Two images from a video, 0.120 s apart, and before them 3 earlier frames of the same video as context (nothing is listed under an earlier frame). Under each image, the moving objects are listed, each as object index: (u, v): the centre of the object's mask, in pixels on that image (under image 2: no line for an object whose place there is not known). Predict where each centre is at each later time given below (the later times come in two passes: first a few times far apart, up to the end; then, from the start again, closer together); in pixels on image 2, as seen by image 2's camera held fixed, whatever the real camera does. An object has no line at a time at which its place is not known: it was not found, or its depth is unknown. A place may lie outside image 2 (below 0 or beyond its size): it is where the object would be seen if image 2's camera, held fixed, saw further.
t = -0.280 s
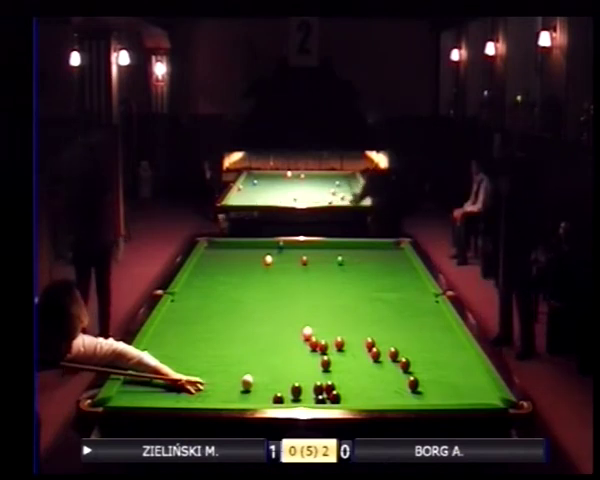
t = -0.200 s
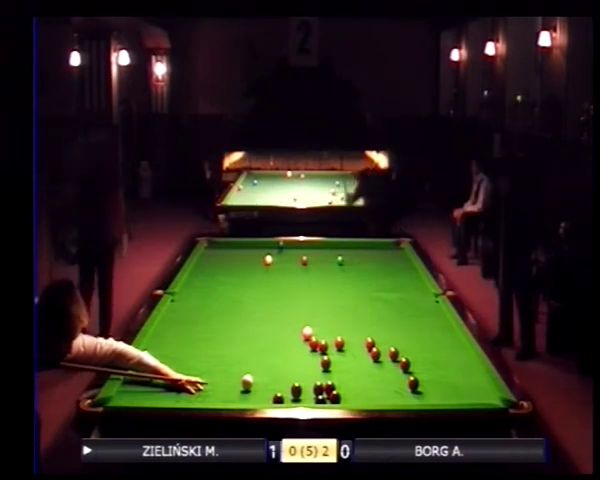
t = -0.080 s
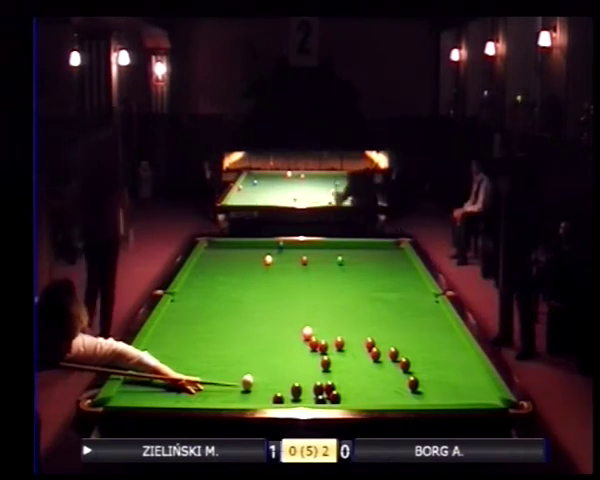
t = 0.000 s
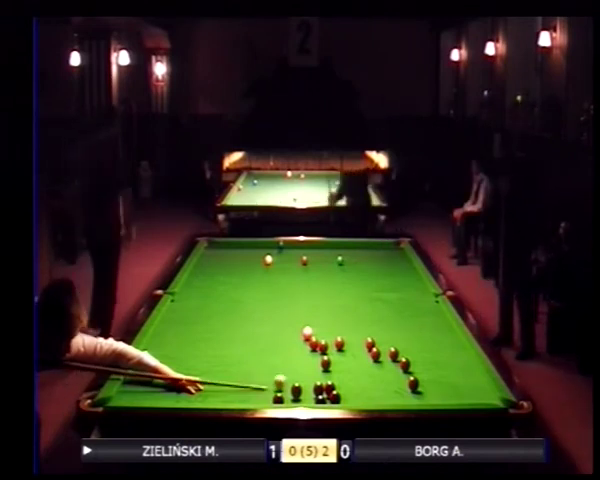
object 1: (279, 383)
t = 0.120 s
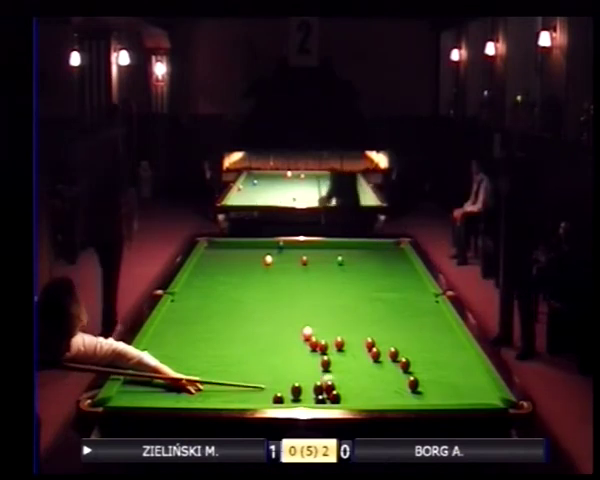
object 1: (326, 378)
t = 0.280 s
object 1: (381, 382)
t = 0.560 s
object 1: (419, 375)
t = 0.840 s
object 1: (438, 367)
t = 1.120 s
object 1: (456, 360)
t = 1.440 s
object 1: (459, 353)
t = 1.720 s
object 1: (442, 348)
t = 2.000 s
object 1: (428, 343)
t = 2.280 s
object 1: (415, 339)
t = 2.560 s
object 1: (403, 336)
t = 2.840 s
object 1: (392, 333)
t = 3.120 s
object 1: (382, 330)
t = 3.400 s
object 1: (374, 328)
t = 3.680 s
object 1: (366, 325)
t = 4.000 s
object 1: (358, 324)
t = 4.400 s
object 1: (348, 322)
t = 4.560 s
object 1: (347, 321)
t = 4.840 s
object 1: (343, 321)
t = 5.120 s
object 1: (341, 320)
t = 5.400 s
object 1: (338, 319)
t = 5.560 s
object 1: (337, 319)
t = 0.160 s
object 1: (342, 382)
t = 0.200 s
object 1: (356, 382)
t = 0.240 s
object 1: (369, 382)
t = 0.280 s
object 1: (381, 382)
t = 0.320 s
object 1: (391, 382)
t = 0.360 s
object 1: (402, 381)
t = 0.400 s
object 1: (406, 381)
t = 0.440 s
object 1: (410, 379)
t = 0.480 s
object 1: (413, 378)
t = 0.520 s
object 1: (416, 376)
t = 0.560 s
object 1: (419, 375)
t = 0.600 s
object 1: (421, 373)
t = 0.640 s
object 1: (424, 372)
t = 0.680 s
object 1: (427, 371)
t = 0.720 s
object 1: (430, 370)
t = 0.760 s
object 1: (433, 369)
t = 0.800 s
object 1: (435, 368)
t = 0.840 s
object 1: (438, 367)
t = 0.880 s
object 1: (441, 365)
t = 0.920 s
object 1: (443, 364)
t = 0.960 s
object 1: (446, 363)
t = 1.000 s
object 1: (448, 363)
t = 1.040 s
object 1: (451, 361)
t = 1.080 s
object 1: (453, 360)
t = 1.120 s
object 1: (456, 360)
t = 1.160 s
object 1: (458, 359)
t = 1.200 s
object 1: (461, 357)
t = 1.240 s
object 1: (463, 357)
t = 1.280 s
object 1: (465, 356)
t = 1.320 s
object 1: (466, 355)
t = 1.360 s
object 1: (464, 354)
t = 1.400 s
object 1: (461, 353)
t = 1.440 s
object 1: (459, 353)
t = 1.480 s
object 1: (456, 352)
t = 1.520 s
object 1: (454, 351)
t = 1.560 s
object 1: (452, 350)
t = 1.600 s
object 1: (449, 350)
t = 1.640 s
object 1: (447, 349)
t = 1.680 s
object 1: (445, 348)
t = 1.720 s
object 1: (442, 348)
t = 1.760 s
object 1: (440, 347)
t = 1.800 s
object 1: (438, 346)
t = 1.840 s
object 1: (436, 346)
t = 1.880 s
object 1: (434, 345)
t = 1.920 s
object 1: (432, 345)
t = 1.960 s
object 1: (430, 344)
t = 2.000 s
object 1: (428, 343)
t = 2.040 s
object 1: (426, 343)
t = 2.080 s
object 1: (424, 342)
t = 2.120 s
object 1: (422, 341)
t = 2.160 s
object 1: (420, 341)
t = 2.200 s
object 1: (418, 341)
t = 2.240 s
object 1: (417, 340)
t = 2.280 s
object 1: (415, 339)
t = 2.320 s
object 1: (413, 339)
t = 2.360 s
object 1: (411, 338)
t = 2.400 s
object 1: (410, 338)
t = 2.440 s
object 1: (408, 338)
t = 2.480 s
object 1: (406, 337)
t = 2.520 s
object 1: (405, 336)
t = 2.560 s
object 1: (403, 336)
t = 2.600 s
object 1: (401, 335)
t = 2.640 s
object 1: (400, 335)
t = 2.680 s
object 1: (398, 334)
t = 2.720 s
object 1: (396, 334)
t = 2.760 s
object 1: (395, 333)
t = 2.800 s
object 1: (394, 333)
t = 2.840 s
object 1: (392, 333)
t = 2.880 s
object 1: (391, 332)
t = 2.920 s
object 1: (389, 332)
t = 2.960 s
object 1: (388, 331)
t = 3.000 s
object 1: (386, 331)
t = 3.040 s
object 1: (385, 330)
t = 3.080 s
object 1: (384, 330)
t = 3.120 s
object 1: (382, 330)
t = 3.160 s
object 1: (381, 329)
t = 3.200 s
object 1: (380, 329)
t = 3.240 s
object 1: (378, 329)
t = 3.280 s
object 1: (377, 328)
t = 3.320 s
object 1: (376, 328)
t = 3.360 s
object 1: (375, 328)
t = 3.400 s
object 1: (374, 328)
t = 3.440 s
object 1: (373, 327)
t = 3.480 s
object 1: (371, 327)
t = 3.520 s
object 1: (370, 327)
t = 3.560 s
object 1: (369, 327)
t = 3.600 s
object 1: (368, 326)
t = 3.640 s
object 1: (367, 326)
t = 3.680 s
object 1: (366, 325)
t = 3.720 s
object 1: (365, 325)
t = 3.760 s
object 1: (364, 325)
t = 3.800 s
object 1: (363, 325)
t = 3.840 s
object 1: (362, 324)
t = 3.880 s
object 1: (360, 324)
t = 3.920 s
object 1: (360, 324)
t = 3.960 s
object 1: (359, 324)
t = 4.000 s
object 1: (358, 324)
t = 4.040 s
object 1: (357, 324)
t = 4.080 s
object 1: (356, 323)
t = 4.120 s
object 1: (356, 323)
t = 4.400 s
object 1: (348, 322)
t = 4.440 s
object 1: (349, 322)
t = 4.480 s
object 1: (349, 322)
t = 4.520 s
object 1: (348, 322)
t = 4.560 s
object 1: (347, 321)
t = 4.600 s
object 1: (347, 321)
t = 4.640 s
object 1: (346, 321)
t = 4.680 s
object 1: (346, 321)
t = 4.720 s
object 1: (345, 321)
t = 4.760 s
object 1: (345, 321)
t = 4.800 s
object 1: (344, 321)
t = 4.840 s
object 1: (343, 321)
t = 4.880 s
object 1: (343, 321)
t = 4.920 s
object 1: (342, 320)
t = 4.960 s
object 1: (342, 320)
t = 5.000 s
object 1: (341, 320)
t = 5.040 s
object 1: (341, 320)
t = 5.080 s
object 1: (341, 320)
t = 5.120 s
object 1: (341, 320)
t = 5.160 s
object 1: (340, 320)
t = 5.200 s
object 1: (340, 320)
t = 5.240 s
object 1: (339, 320)
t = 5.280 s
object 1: (339, 320)
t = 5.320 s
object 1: (339, 319)
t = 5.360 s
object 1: (338, 319)
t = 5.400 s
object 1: (338, 319)
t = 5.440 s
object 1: (338, 319)
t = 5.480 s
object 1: (338, 319)
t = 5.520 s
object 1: (338, 319)
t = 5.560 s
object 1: (337, 319)
